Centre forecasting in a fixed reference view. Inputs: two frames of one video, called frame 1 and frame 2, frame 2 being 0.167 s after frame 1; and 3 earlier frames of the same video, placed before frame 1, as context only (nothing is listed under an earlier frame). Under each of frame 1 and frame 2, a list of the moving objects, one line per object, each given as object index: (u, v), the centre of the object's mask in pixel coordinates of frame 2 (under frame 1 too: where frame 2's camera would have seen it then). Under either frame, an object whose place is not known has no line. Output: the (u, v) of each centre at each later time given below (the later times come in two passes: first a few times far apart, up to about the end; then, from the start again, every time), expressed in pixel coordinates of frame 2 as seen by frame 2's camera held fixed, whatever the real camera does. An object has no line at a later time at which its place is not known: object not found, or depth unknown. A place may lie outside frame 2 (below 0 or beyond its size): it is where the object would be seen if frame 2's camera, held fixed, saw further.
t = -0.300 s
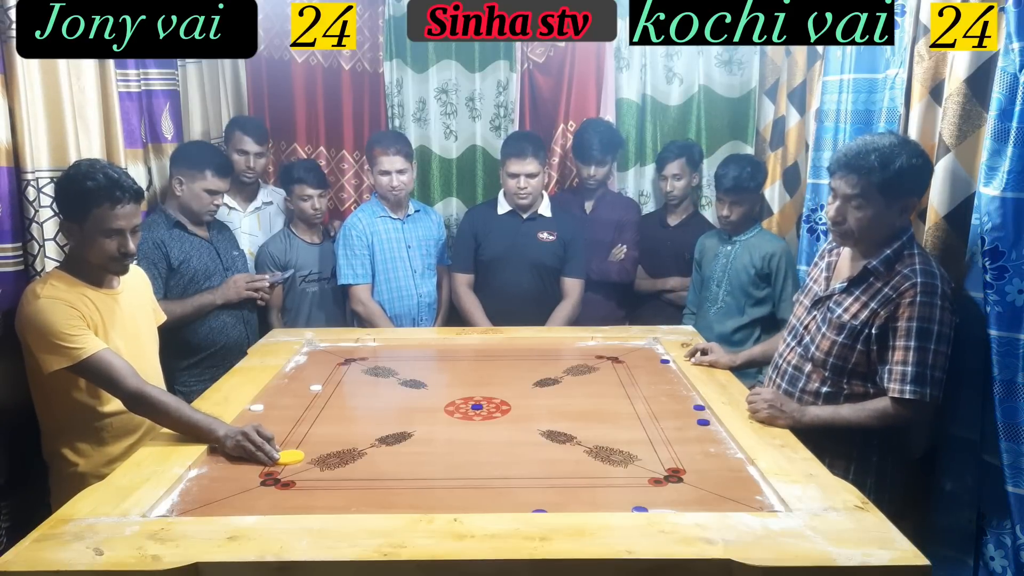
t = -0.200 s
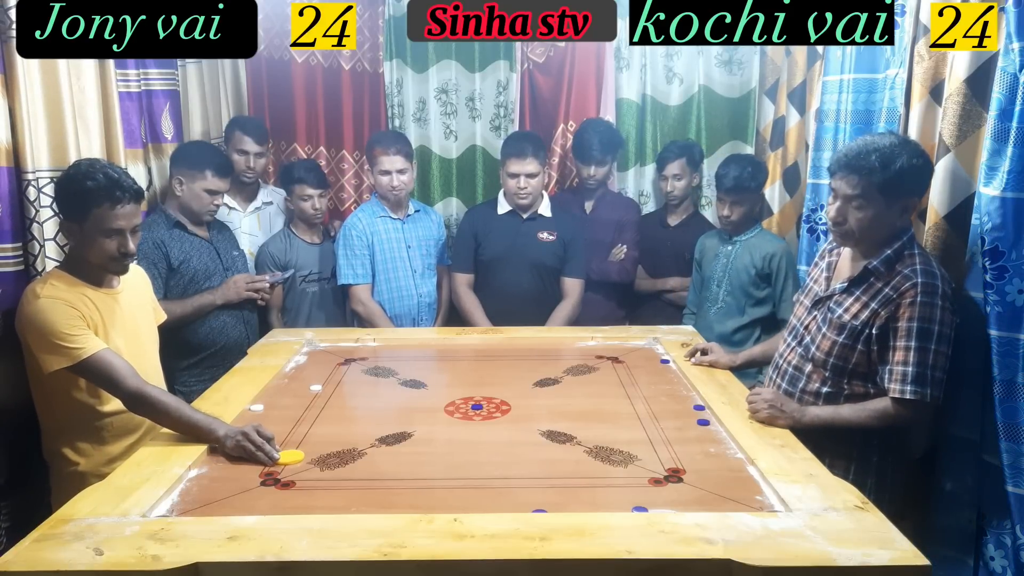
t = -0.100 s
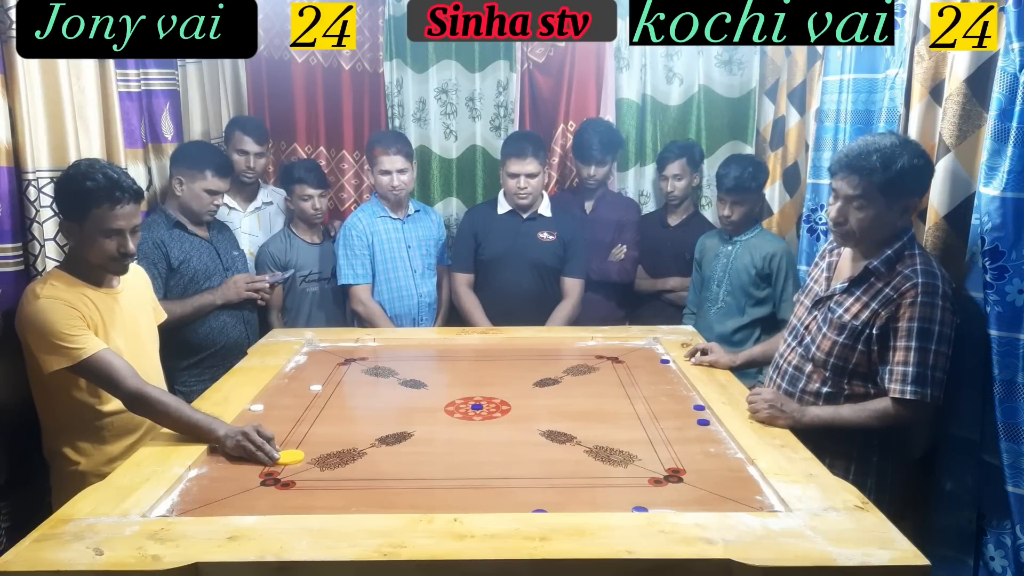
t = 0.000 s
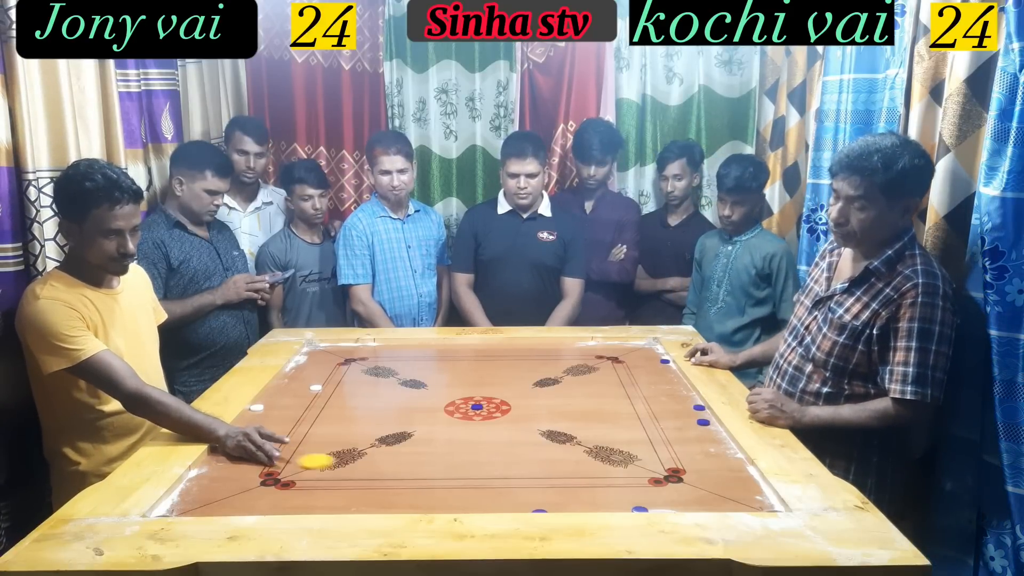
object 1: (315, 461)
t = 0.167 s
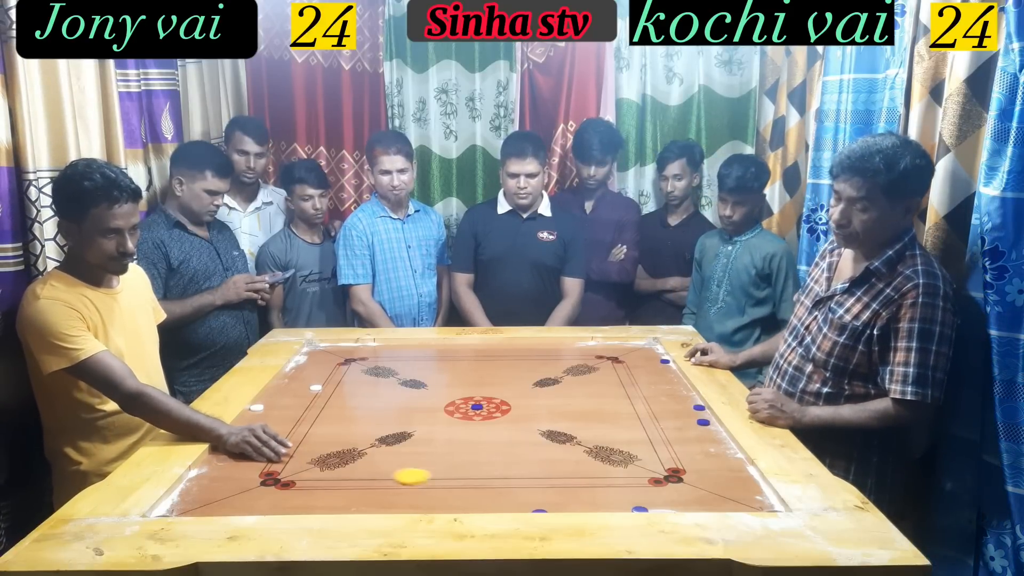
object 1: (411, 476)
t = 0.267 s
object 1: (468, 485)
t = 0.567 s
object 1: (621, 504)
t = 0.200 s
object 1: (431, 479)
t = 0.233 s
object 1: (449, 482)
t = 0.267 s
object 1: (468, 485)
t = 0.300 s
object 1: (486, 487)
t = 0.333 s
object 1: (504, 490)
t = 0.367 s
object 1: (521, 492)
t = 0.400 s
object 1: (539, 495)
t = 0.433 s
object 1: (557, 497)
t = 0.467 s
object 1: (574, 499)
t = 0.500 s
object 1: (590, 501)
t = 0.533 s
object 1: (607, 503)
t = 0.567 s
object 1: (621, 504)
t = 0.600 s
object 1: (632, 505)
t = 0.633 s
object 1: (643, 505)
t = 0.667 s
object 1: (652, 505)
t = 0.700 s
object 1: (661, 506)
